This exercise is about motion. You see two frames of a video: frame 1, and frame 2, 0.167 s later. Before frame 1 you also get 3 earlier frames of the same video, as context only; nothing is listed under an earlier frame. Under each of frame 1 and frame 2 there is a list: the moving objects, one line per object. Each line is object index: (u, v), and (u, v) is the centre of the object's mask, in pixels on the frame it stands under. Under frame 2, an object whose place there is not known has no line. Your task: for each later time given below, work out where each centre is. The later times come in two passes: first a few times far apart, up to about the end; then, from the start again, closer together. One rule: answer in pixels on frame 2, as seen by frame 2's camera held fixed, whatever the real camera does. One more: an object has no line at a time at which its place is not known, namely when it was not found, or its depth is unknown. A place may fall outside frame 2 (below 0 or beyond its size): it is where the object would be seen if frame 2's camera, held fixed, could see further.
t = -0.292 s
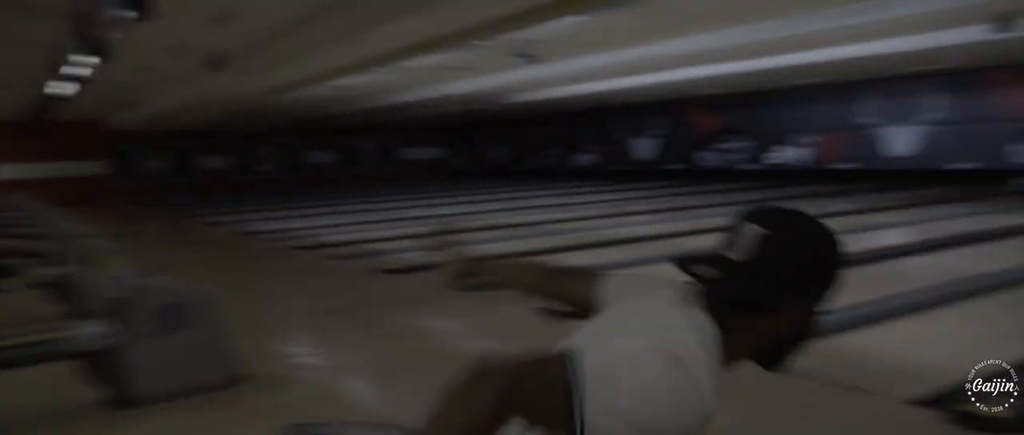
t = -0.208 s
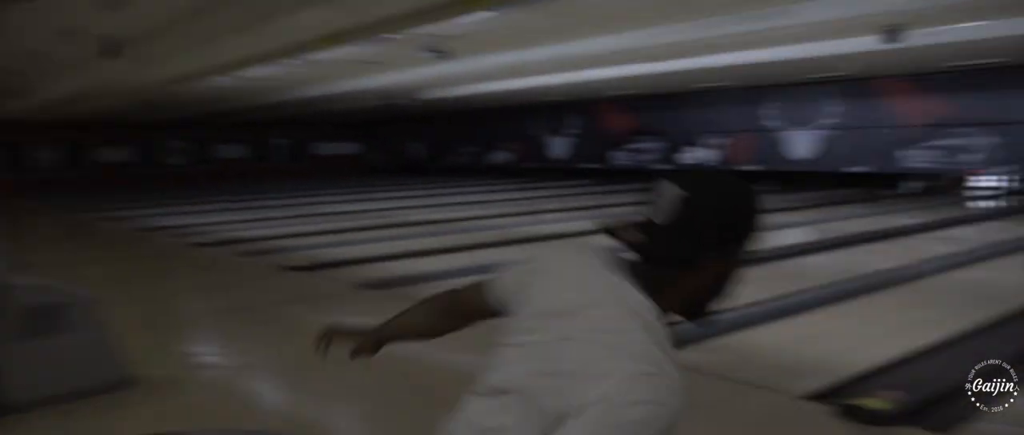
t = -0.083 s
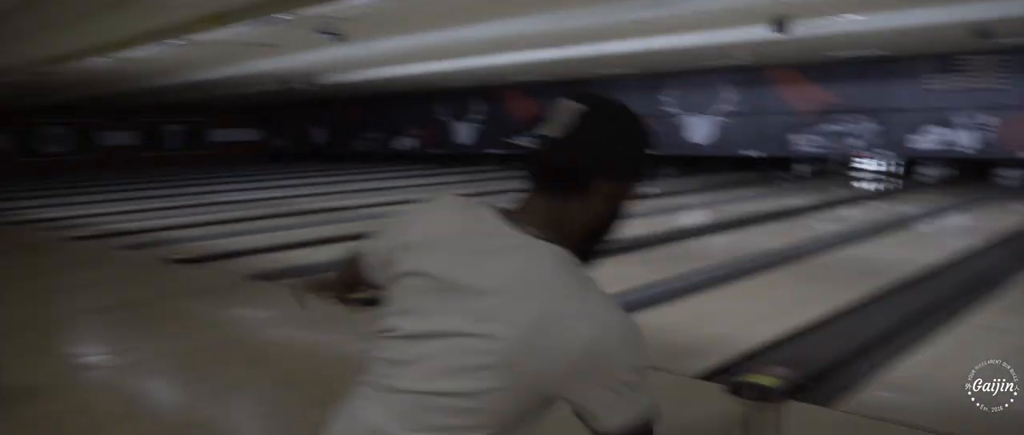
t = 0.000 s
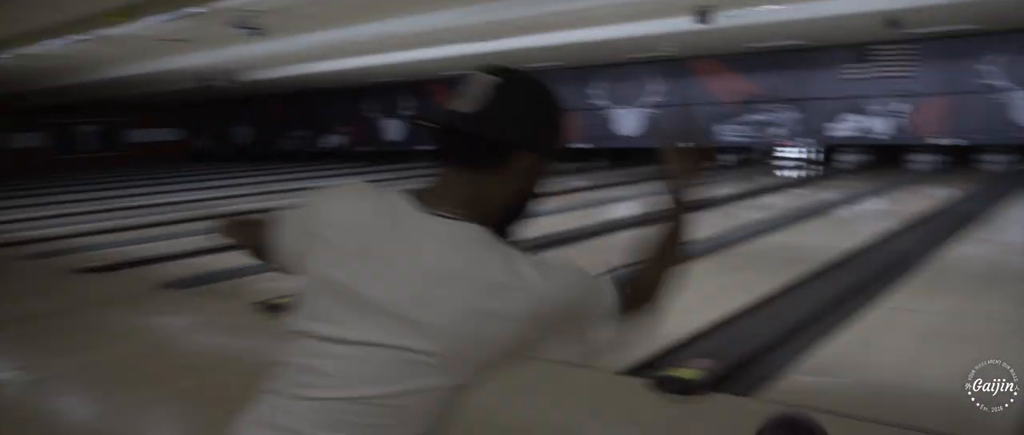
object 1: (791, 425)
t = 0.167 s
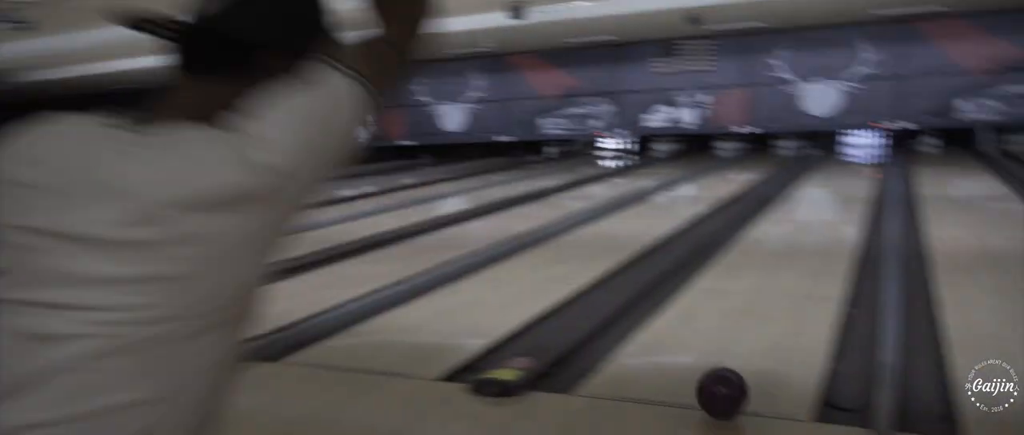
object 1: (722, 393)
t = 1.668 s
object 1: (876, 168)
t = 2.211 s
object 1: (881, 152)
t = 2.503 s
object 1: (879, 148)
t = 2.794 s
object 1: (878, 153)
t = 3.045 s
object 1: (883, 140)
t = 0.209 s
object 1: (738, 367)
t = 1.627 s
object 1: (875, 170)
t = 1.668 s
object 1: (876, 168)
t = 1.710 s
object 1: (877, 166)
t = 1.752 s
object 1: (876, 164)
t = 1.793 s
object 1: (878, 162)
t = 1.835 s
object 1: (879, 161)
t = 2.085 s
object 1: (878, 156)
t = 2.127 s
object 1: (880, 154)
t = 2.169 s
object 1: (880, 153)
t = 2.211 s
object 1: (881, 152)
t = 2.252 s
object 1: (881, 152)
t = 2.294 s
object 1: (880, 152)
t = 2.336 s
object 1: (881, 151)
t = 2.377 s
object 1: (881, 151)
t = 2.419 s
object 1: (880, 148)
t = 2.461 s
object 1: (880, 149)
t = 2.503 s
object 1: (879, 148)
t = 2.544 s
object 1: (880, 151)
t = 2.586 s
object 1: (878, 145)
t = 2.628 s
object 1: (878, 151)
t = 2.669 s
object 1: (877, 150)
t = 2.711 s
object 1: (879, 152)
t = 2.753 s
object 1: (879, 152)
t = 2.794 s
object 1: (878, 153)
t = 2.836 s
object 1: (878, 141)
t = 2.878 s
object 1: (881, 141)
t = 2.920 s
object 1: (885, 138)
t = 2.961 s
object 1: (886, 138)
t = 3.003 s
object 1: (883, 139)
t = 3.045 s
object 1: (883, 140)
